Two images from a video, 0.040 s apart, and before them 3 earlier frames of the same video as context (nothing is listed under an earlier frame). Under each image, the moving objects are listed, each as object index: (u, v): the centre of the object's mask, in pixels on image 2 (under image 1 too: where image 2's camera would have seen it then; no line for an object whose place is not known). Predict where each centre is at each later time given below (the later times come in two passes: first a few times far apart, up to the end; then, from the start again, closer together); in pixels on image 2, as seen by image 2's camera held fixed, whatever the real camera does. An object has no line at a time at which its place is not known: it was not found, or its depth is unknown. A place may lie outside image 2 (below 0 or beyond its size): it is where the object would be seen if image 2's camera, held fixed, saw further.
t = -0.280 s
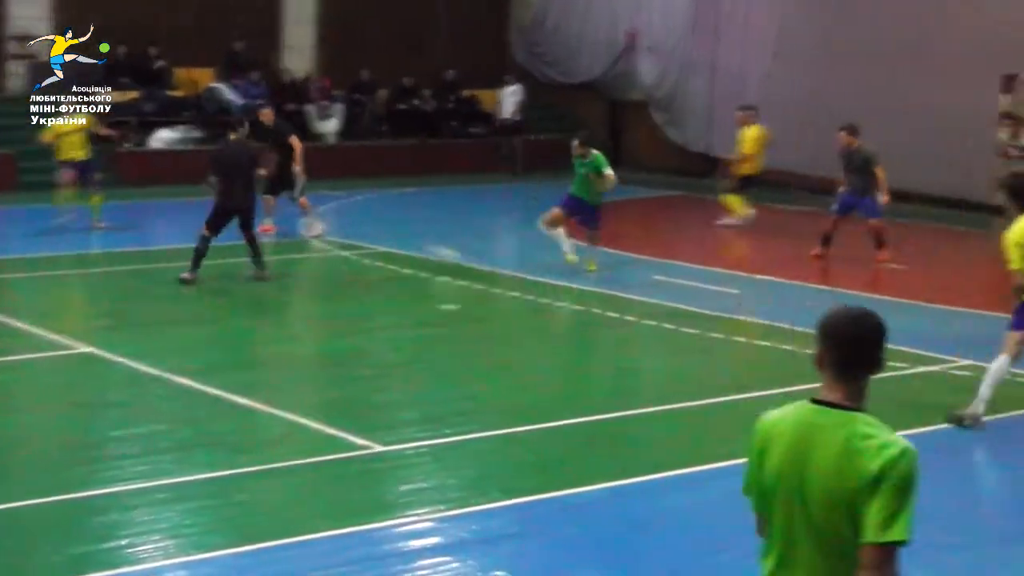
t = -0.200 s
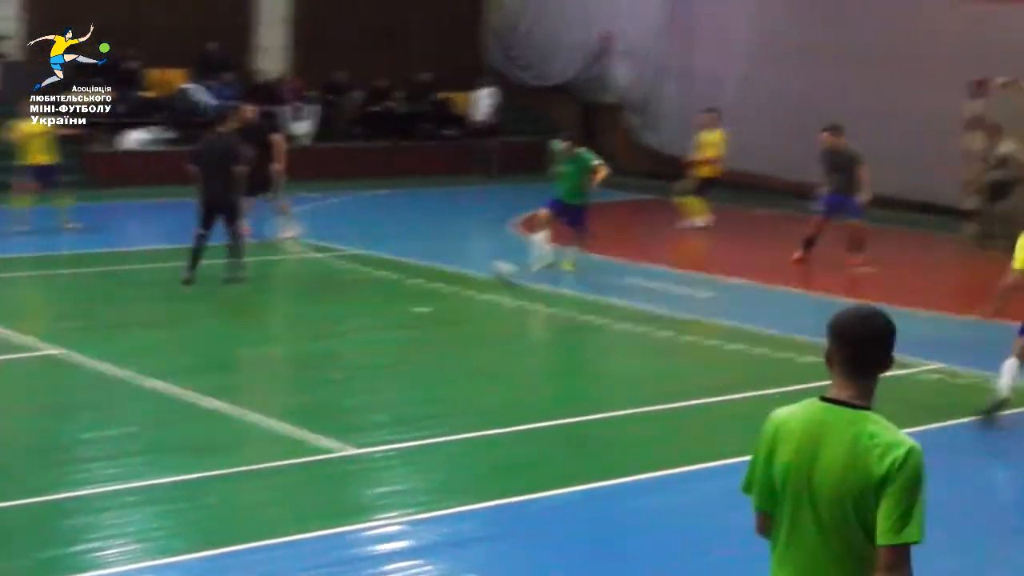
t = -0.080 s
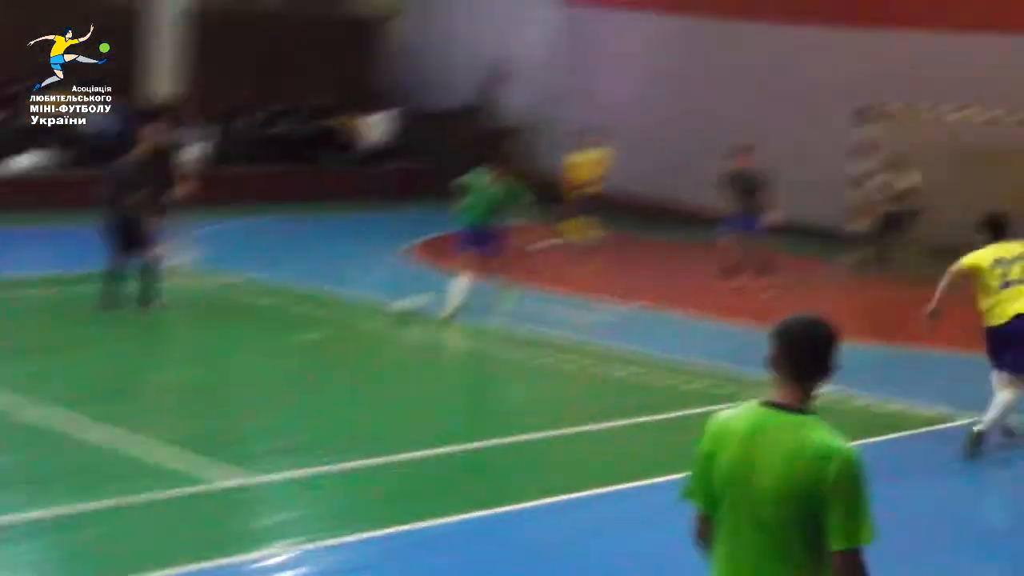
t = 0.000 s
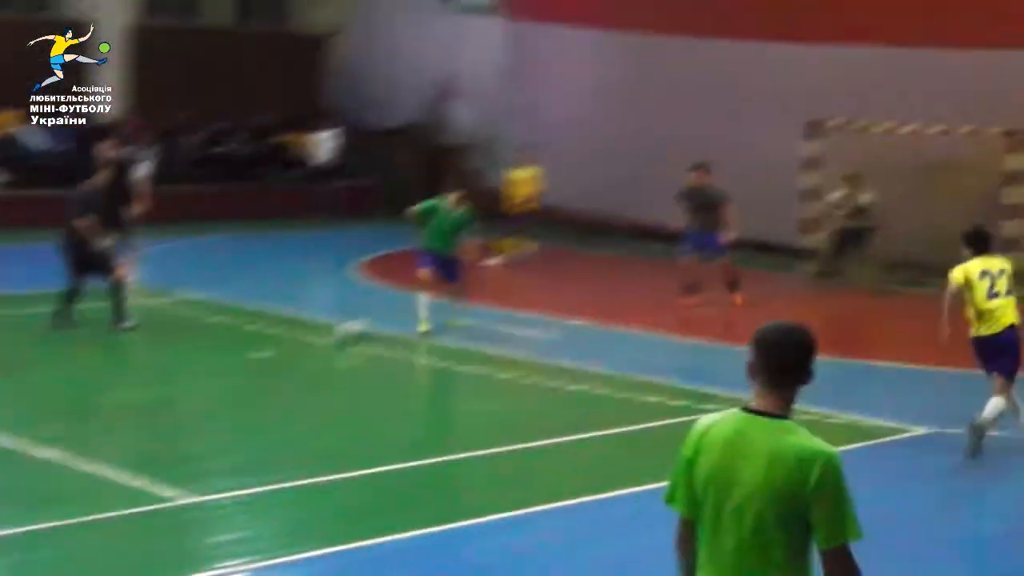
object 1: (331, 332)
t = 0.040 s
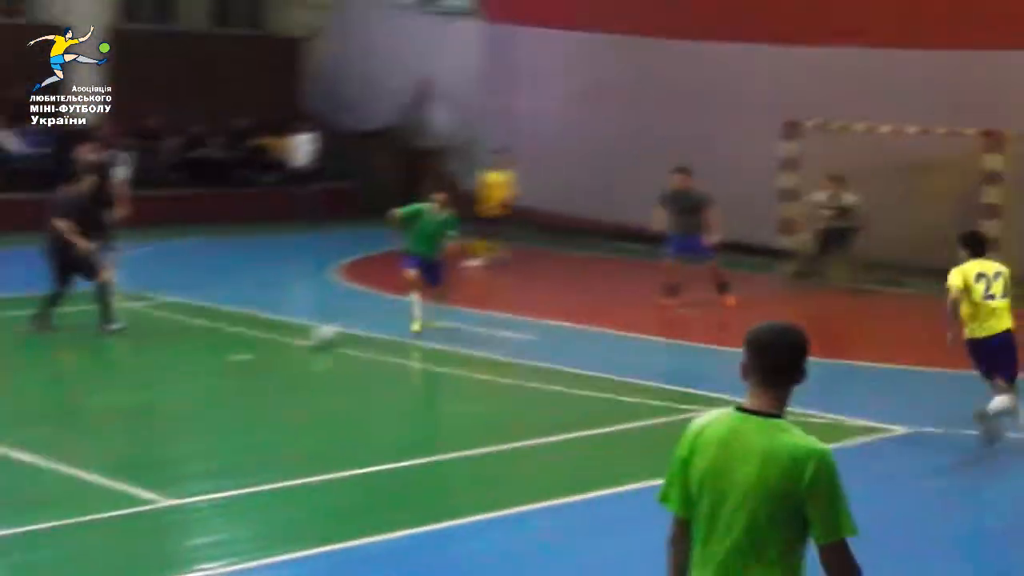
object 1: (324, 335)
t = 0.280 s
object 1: (302, 352)
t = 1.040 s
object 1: (254, 416)
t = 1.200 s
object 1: (245, 433)
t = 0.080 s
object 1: (320, 337)
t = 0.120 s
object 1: (316, 342)
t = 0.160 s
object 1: (313, 346)
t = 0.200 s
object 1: (310, 348)
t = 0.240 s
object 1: (305, 351)
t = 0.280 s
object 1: (302, 352)
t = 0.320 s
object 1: (301, 355)
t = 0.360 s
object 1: (298, 358)
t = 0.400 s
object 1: (296, 361)
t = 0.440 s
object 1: (293, 364)
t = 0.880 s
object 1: (265, 400)
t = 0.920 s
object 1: (263, 403)
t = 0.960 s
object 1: (261, 408)
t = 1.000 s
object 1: (258, 412)
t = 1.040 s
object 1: (254, 416)
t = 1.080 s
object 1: (252, 420)
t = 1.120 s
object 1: (249, 425)
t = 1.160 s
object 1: (246, 429)
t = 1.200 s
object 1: (245, 433)
